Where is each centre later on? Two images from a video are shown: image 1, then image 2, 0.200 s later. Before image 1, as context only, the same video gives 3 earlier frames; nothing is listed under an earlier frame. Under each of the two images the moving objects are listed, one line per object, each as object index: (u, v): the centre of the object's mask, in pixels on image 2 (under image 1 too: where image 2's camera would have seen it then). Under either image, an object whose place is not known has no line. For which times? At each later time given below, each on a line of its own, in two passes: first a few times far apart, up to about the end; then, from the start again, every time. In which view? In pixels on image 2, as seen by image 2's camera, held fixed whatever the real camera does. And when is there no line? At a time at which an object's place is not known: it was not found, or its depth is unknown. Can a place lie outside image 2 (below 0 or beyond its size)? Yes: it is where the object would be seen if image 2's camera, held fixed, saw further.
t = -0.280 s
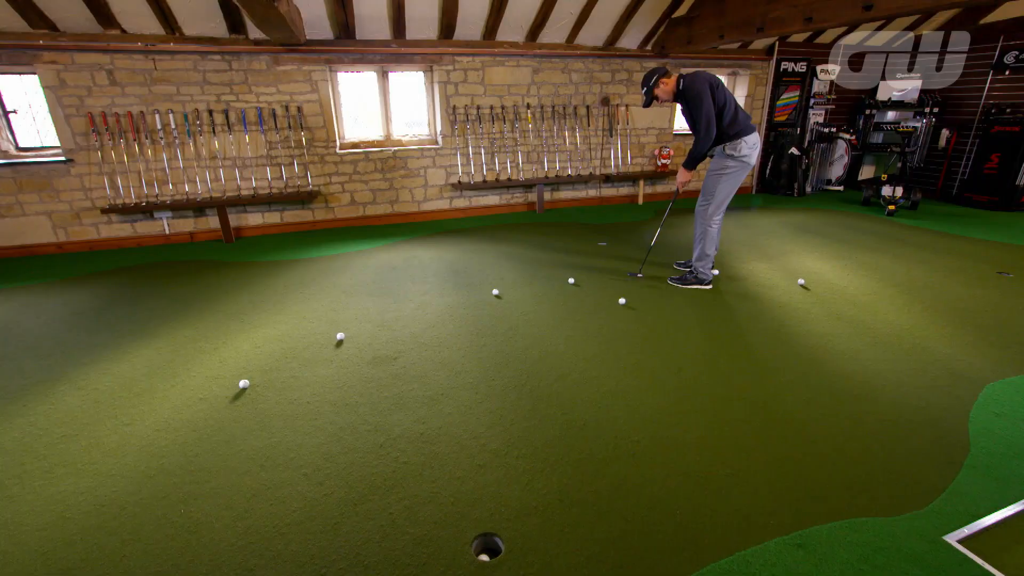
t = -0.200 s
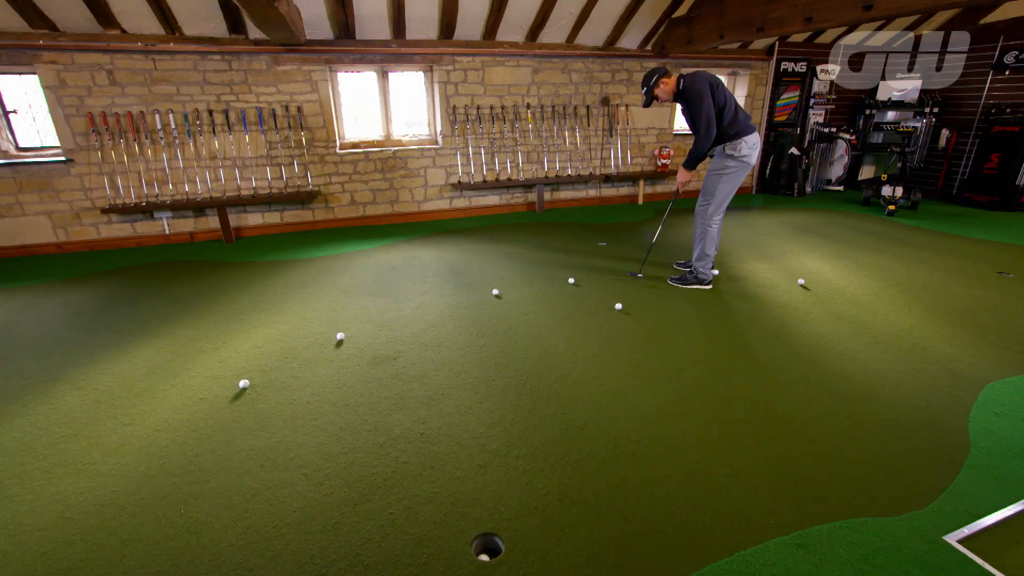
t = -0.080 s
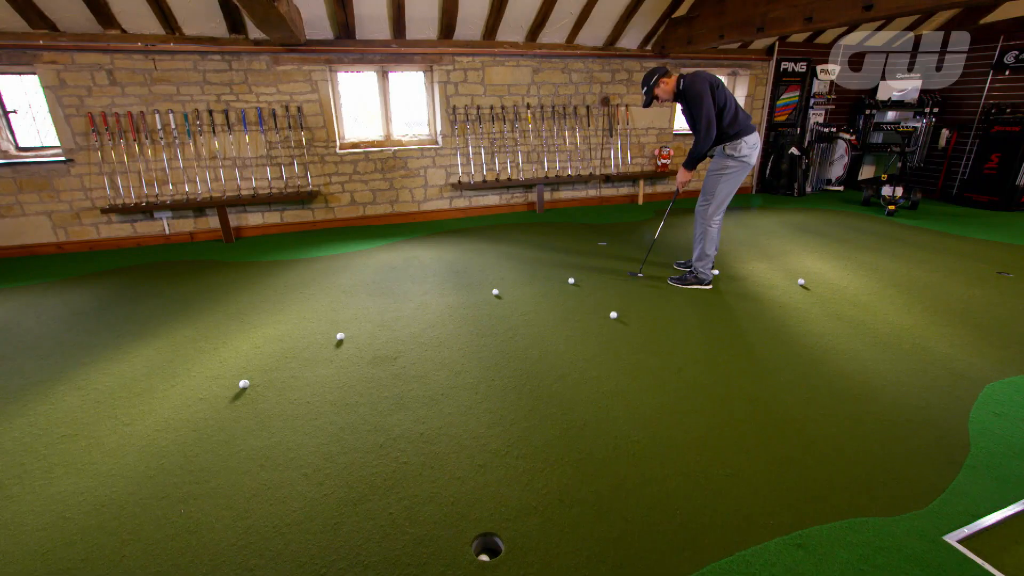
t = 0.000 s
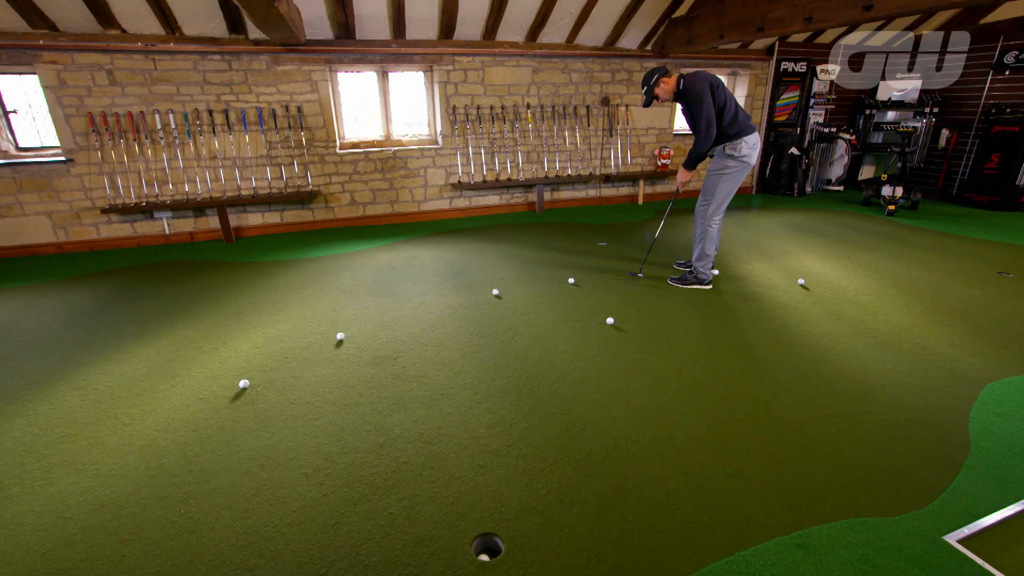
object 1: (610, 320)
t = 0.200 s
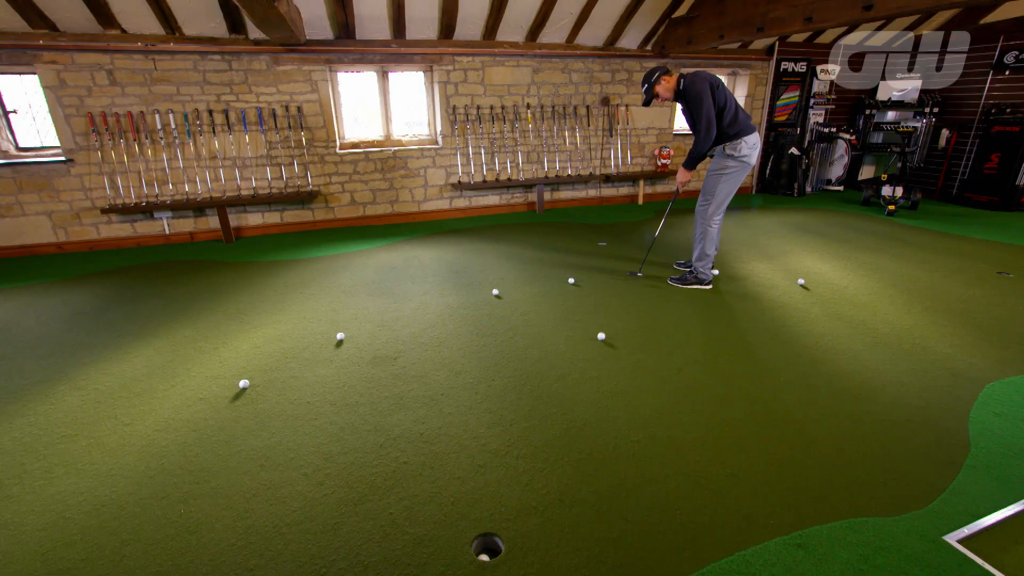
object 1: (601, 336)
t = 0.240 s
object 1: (600, 339)
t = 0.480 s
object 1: (588, 360)
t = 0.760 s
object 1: (573, 387)
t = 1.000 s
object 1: (559, 412)
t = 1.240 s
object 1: (542, 439)
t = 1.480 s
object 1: (525, 469)
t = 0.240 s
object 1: (600, 339)
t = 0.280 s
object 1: (598, 343)
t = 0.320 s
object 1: (596, 346)
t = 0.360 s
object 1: (594, 349)
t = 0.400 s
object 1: (592, 353)
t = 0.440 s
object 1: (590, 356)
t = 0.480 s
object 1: (588, 360)
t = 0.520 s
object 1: (586, 363)
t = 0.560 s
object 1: (584, 367)
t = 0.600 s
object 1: (582, 371)
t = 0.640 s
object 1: (579, 375)
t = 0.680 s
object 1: (577, 379)
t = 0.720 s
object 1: (575, 382)
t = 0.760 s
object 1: (573, 387)
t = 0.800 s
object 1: (570, 390)
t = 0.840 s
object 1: (568, 395)
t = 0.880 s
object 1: (566, 399)
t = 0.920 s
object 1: (563, 403)
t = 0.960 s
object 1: (561, 407)
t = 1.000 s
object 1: (559, 412)
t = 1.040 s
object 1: (556, 416)
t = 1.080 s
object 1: (553, 420)
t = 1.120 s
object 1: (551, 425)
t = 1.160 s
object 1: (548, 429)
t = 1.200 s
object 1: (545, 434)
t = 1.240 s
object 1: (542, 439)
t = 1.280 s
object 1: (539, 444)
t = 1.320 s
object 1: (537, 449)
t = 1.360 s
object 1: (534, 454)
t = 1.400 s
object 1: (531, 458)
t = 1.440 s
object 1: (528, 463)
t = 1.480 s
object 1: (525, 469)
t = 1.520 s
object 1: (522, 474)
